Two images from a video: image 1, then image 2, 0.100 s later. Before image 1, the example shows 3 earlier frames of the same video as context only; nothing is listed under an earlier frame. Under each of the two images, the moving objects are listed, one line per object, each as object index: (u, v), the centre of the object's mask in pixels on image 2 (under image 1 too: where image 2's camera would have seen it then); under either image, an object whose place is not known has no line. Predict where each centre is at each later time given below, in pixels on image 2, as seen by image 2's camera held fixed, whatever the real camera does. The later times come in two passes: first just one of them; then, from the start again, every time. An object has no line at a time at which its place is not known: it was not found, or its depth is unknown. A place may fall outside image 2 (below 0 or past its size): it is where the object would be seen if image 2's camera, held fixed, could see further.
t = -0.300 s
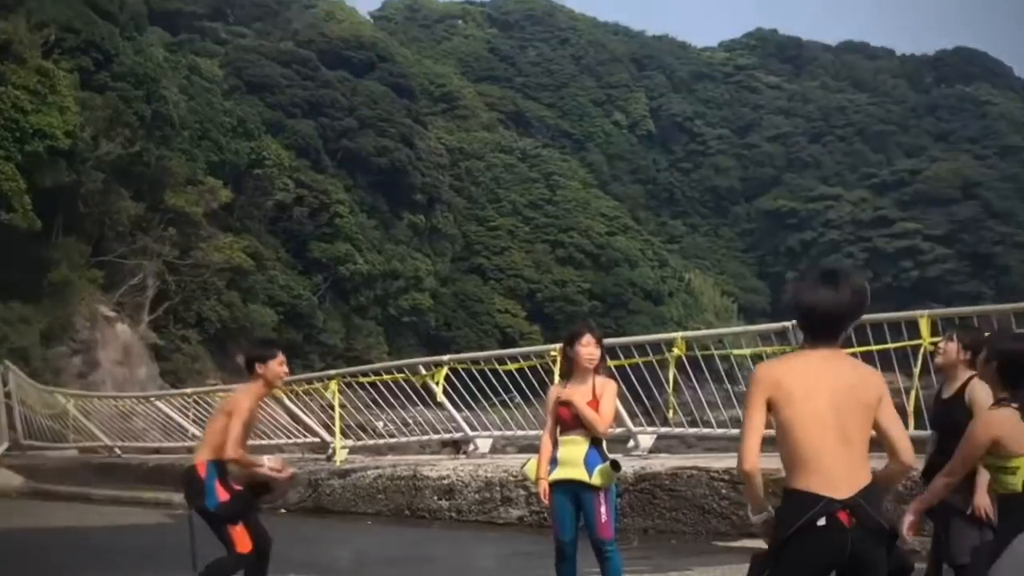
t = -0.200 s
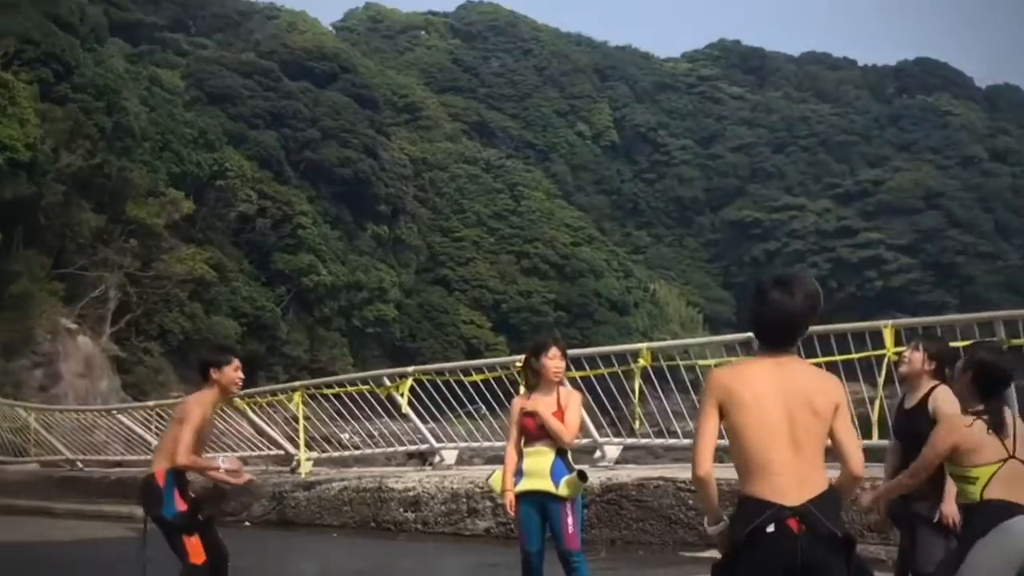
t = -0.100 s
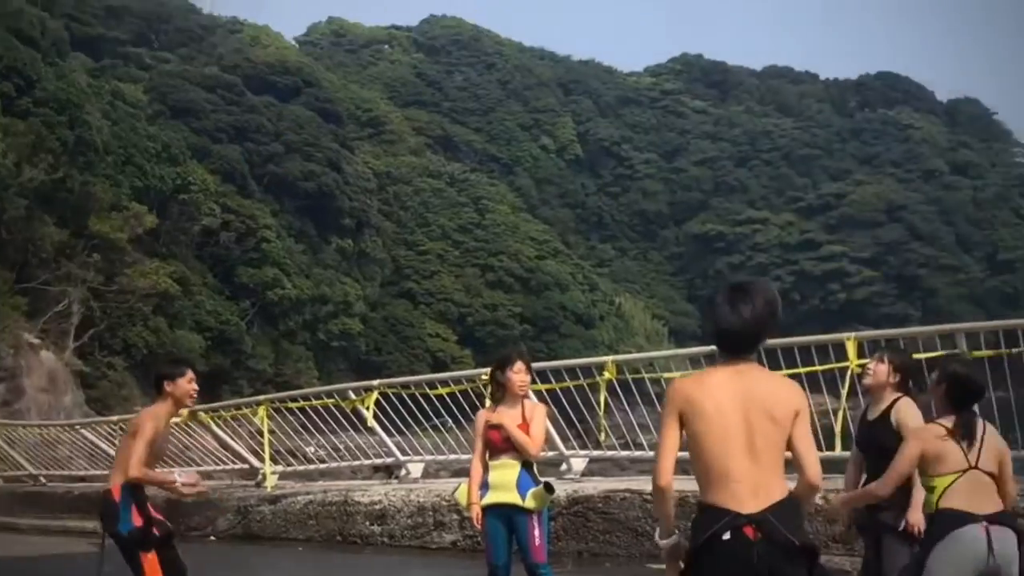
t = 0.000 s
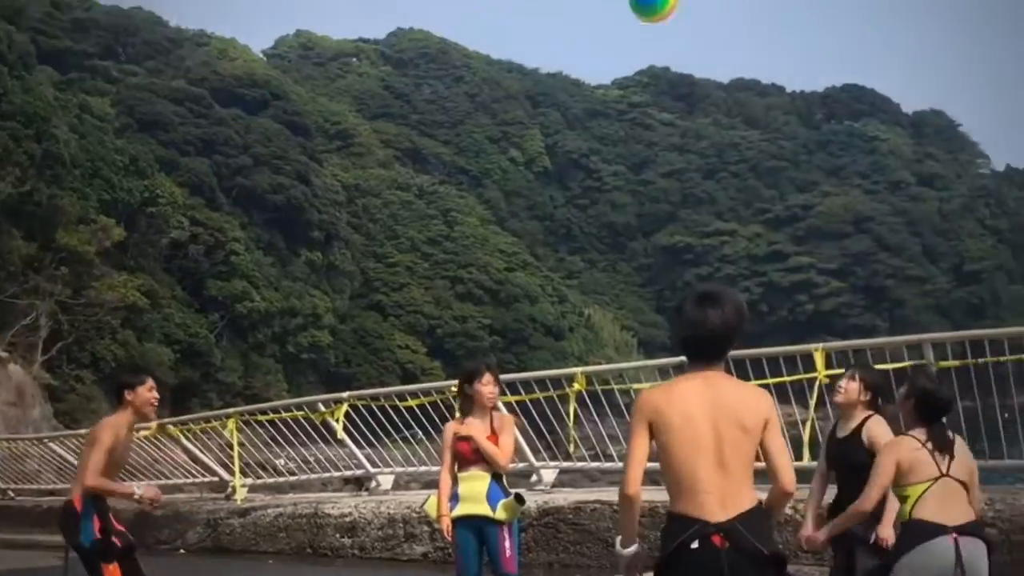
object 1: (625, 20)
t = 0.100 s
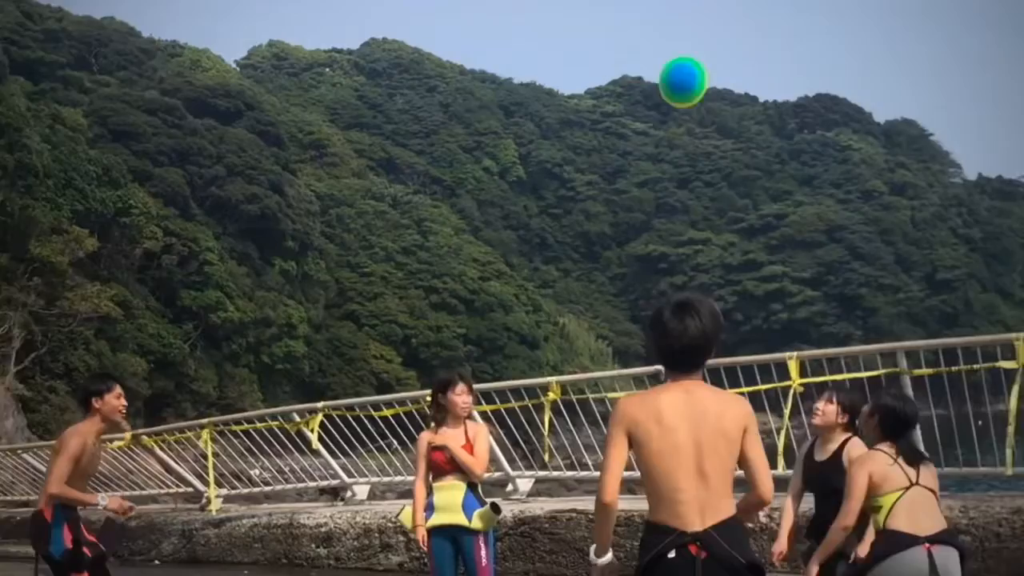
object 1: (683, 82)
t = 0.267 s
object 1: (779, 255)
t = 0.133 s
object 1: (702, 112)
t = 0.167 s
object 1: (722, 143)
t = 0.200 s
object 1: (741, 178)
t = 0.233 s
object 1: (760, 216)
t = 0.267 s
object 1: (779, 255)
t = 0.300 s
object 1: (799, 297)
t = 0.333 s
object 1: (818, 341)
